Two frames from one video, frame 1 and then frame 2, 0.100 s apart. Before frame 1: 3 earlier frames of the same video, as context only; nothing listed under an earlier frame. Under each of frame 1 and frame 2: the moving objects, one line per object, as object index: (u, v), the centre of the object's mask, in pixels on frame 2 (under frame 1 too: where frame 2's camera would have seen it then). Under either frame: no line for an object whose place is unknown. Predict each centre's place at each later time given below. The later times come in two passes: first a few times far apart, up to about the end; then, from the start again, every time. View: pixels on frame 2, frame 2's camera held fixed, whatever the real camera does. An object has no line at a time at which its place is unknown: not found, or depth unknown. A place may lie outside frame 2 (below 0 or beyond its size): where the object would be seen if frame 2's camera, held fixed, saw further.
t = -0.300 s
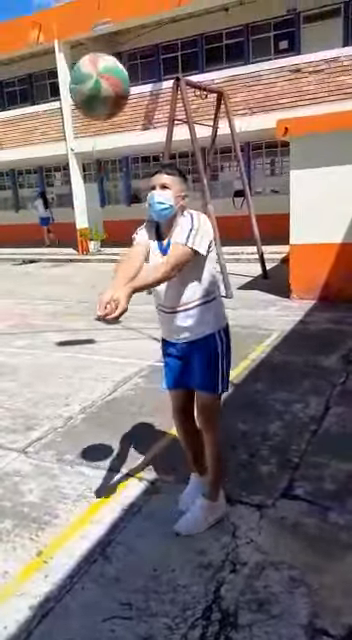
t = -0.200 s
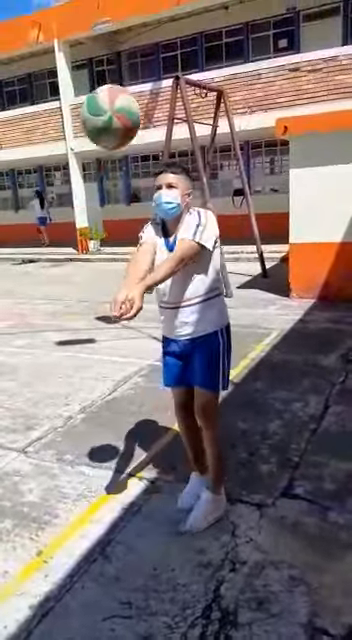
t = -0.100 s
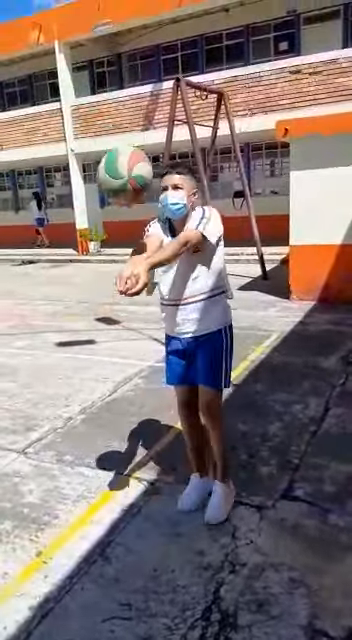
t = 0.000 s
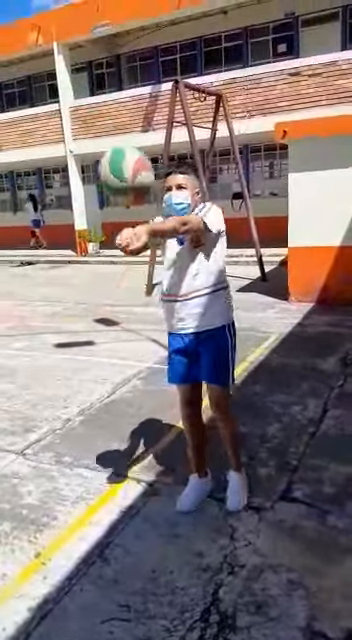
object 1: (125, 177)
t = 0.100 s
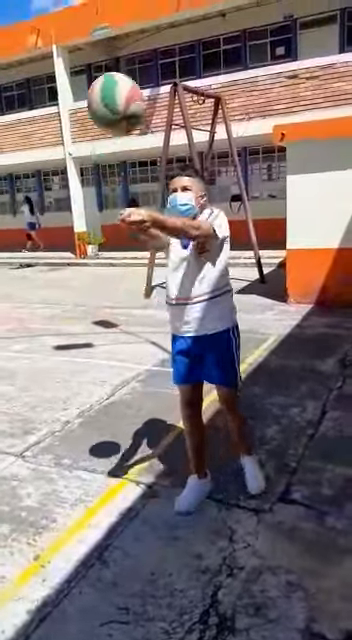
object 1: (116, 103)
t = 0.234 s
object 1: (107, 50)
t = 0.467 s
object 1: (103, 80)
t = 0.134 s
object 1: (113, 86)
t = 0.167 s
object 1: (110, 71)
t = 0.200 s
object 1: (109, 58)
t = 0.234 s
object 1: (107, 50)
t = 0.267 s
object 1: (106, 45)
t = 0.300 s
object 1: (105, 44)
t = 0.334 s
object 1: (105, 45)
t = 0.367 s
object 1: (103, 49)
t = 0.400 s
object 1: (103, 56)
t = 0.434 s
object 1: (102, 66)
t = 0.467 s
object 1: (103, 80)
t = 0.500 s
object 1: (104, 96)
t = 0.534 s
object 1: (105, 117)
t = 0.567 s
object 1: (106, 140)
